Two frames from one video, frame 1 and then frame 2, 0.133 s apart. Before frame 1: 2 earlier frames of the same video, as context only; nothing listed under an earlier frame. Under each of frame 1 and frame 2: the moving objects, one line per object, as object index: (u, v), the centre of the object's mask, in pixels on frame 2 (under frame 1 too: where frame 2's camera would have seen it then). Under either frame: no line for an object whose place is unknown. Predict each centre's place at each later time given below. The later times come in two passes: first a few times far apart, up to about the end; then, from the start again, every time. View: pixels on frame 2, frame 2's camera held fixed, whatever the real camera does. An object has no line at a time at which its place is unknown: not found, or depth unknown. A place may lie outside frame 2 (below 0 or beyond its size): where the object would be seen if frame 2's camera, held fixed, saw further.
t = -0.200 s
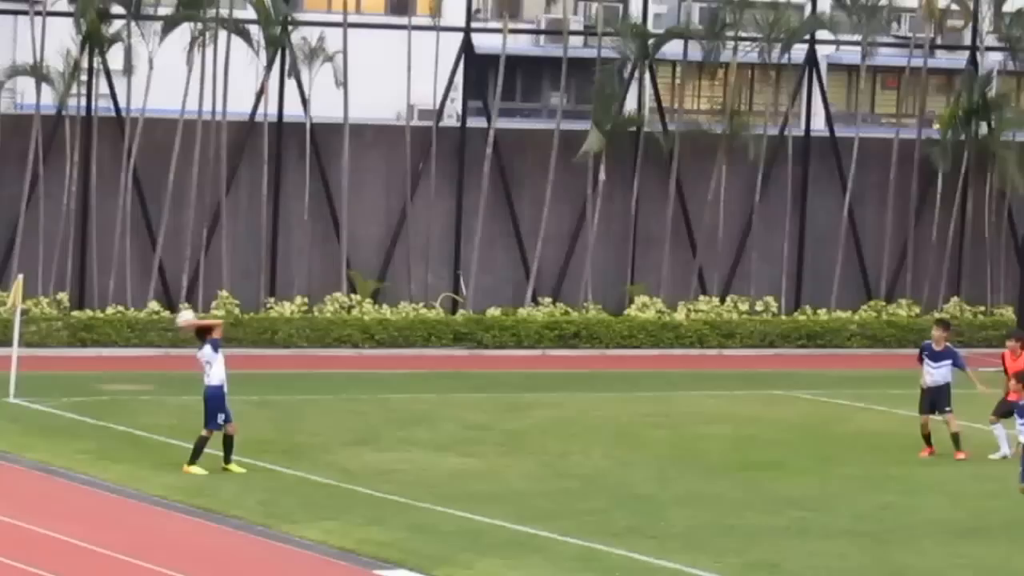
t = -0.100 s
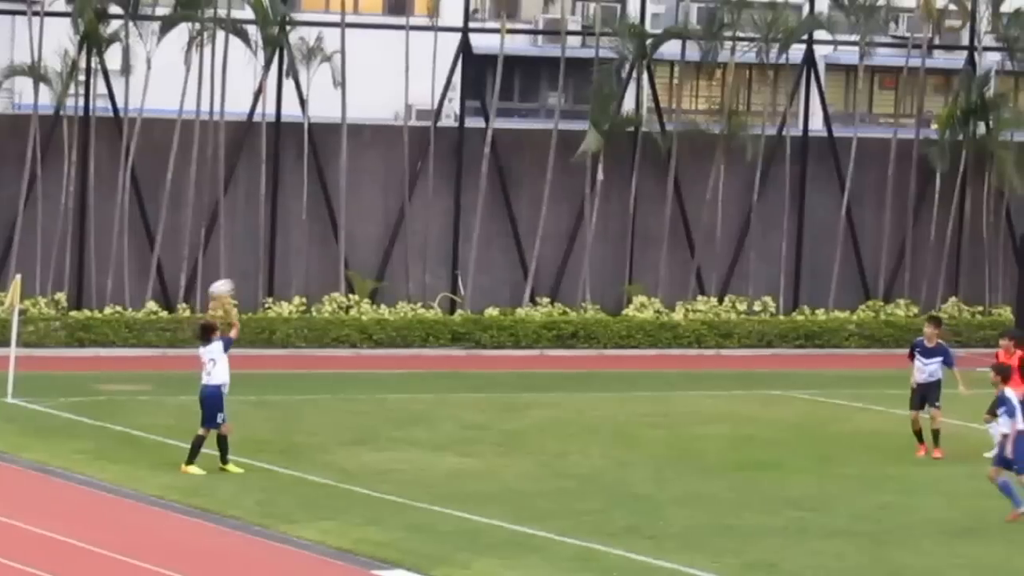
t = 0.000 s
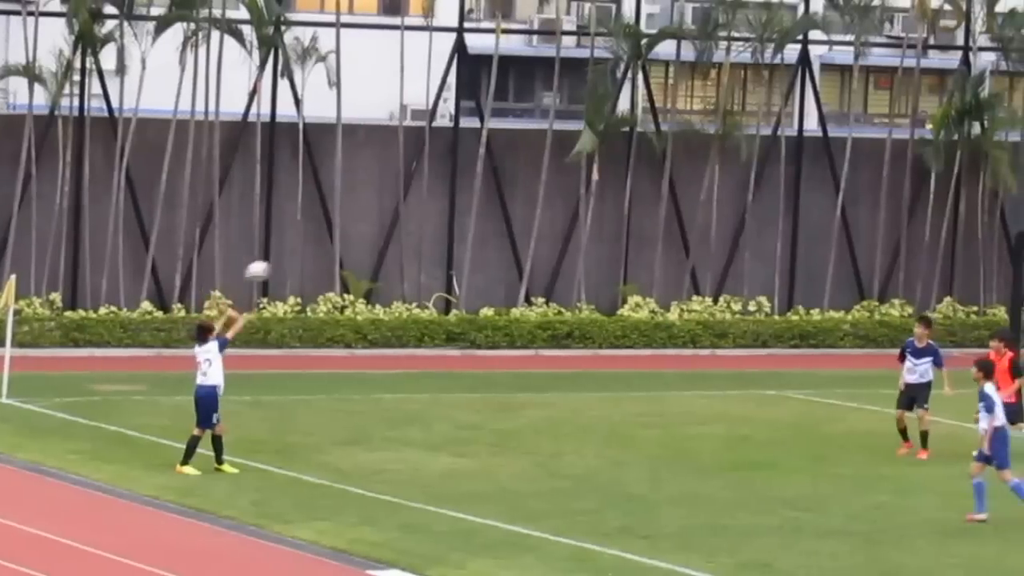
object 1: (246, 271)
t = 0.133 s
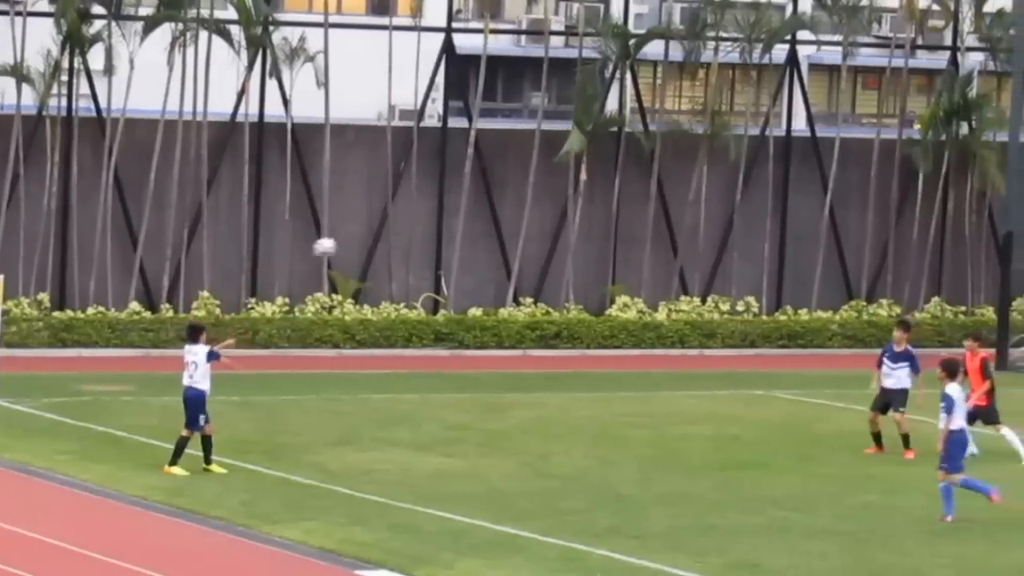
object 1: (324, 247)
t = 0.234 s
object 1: (381, 239)
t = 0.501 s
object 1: (518, 261)
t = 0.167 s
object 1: (343, 243)
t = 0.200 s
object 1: (362, 240)
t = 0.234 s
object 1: (381, 239)
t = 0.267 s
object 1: (398, 238)
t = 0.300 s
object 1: (416, 238)
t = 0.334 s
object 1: (434, 239)
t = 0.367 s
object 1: (451, 242)
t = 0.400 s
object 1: (468, 245)
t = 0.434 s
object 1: (485, 249)
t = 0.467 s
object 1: (501, 255)
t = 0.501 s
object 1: (518, 261)
